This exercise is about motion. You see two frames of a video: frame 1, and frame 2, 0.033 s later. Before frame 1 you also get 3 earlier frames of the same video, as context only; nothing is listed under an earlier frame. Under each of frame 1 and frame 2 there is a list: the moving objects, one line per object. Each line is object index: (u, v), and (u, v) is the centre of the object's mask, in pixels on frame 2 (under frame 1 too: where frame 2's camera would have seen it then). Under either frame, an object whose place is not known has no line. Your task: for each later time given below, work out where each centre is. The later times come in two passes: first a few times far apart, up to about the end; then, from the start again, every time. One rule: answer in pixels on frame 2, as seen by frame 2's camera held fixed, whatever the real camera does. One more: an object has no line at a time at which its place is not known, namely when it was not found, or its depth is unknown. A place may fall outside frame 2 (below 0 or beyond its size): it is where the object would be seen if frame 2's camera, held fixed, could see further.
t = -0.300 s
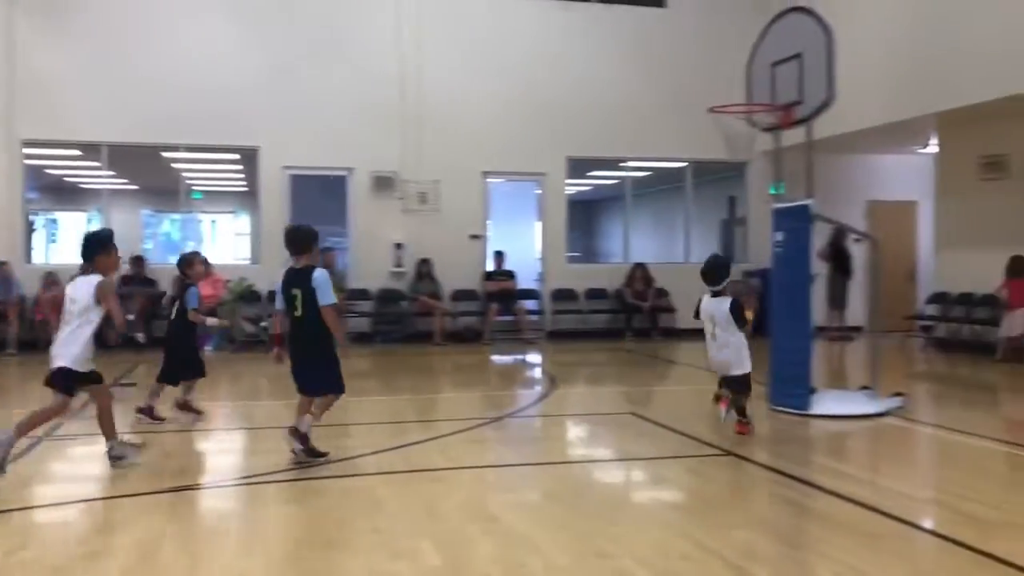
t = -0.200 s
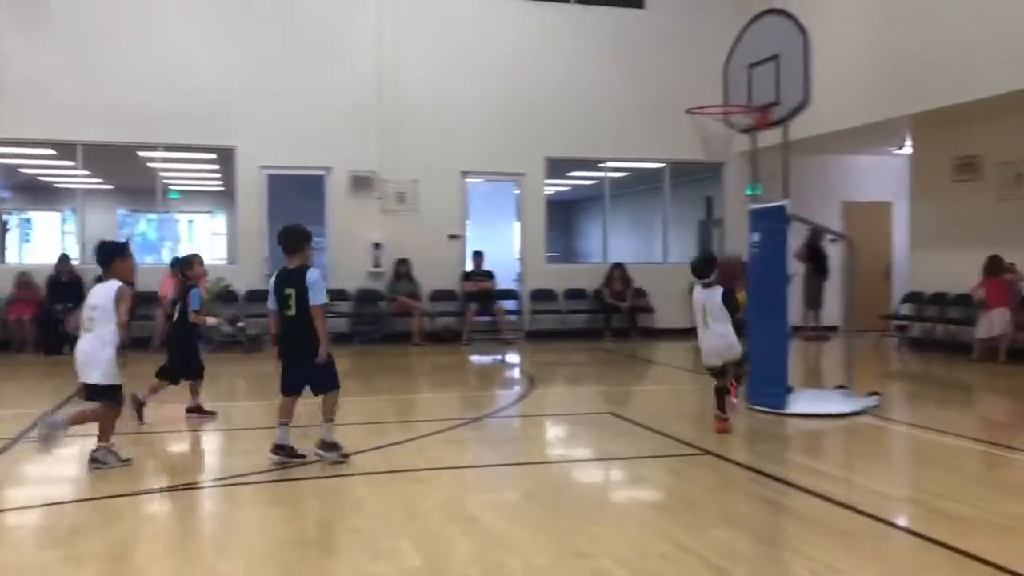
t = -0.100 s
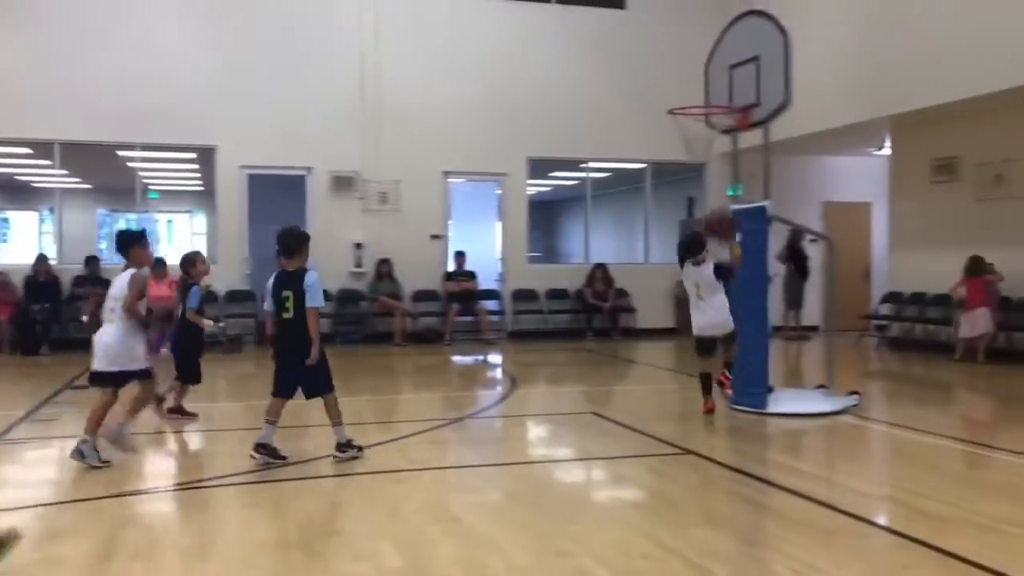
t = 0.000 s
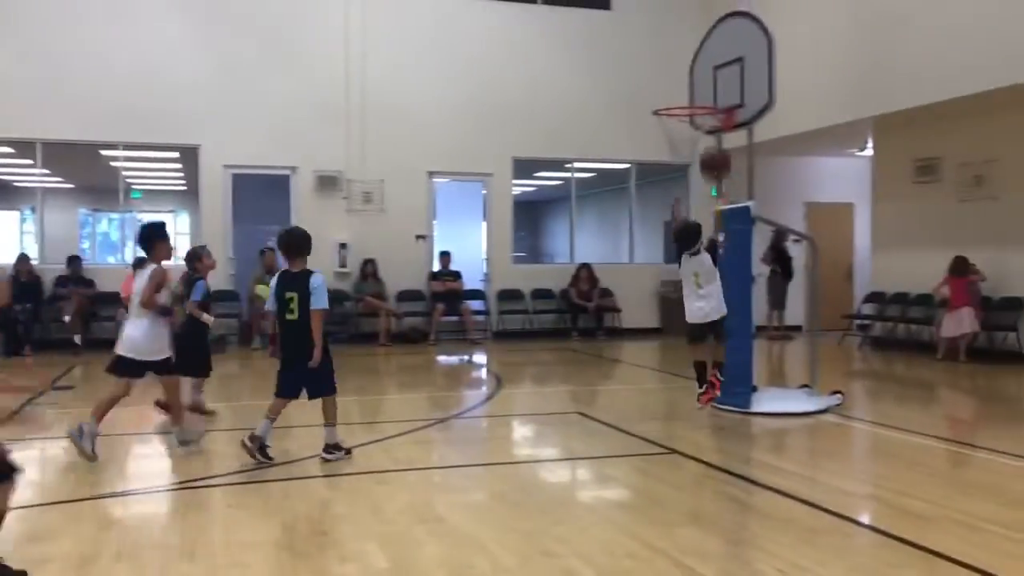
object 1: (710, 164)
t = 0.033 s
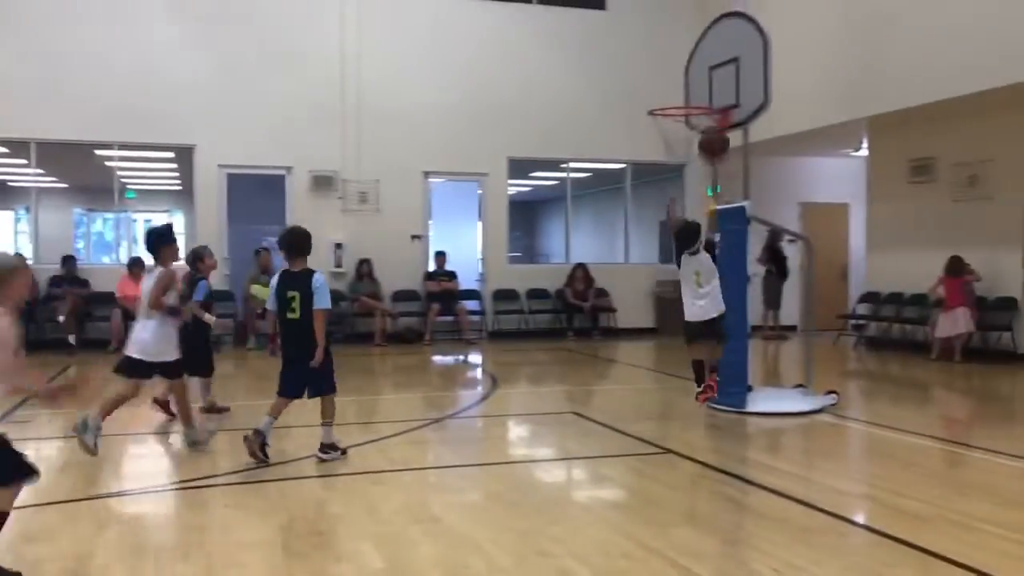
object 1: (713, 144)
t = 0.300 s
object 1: (725, 62)
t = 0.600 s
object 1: (673, 101)
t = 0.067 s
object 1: (717, 126)
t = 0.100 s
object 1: (720, 113)
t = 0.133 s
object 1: (723, 101)
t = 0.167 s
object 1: (725, 88)
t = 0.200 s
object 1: (728, 78)
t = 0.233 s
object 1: (731, 69)
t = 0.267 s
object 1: (731, 64)
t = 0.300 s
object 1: (725, 62)
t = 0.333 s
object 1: (719, 60)
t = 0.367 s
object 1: (714, 60)
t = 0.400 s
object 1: (708, 62)
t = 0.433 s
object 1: (702, 65)
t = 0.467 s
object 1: (696, 69)
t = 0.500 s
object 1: (690, 75)
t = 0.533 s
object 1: (685, 84)
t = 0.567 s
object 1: (679, 91)
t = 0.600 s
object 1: (673, 101)
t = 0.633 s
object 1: (667, 113)
